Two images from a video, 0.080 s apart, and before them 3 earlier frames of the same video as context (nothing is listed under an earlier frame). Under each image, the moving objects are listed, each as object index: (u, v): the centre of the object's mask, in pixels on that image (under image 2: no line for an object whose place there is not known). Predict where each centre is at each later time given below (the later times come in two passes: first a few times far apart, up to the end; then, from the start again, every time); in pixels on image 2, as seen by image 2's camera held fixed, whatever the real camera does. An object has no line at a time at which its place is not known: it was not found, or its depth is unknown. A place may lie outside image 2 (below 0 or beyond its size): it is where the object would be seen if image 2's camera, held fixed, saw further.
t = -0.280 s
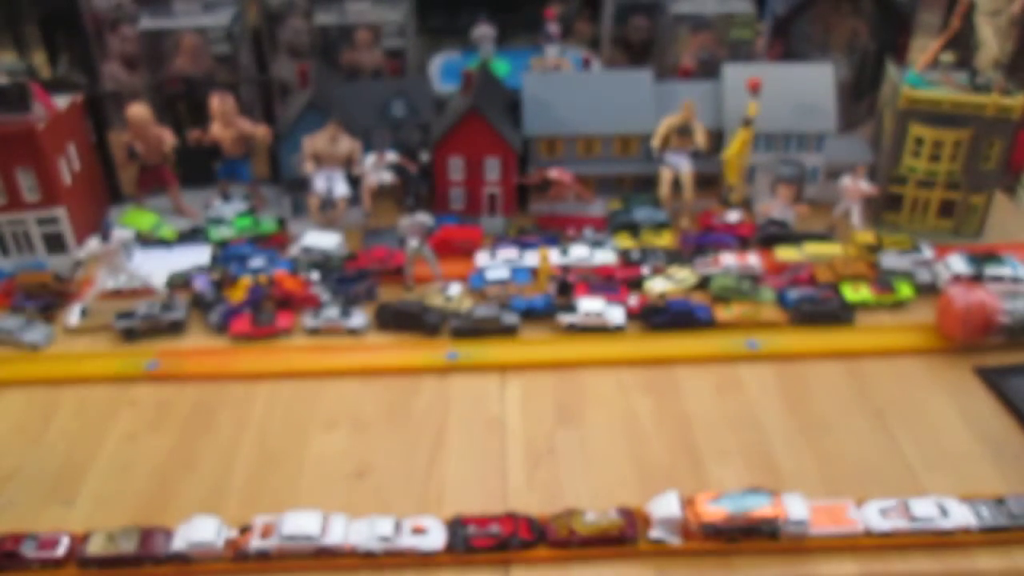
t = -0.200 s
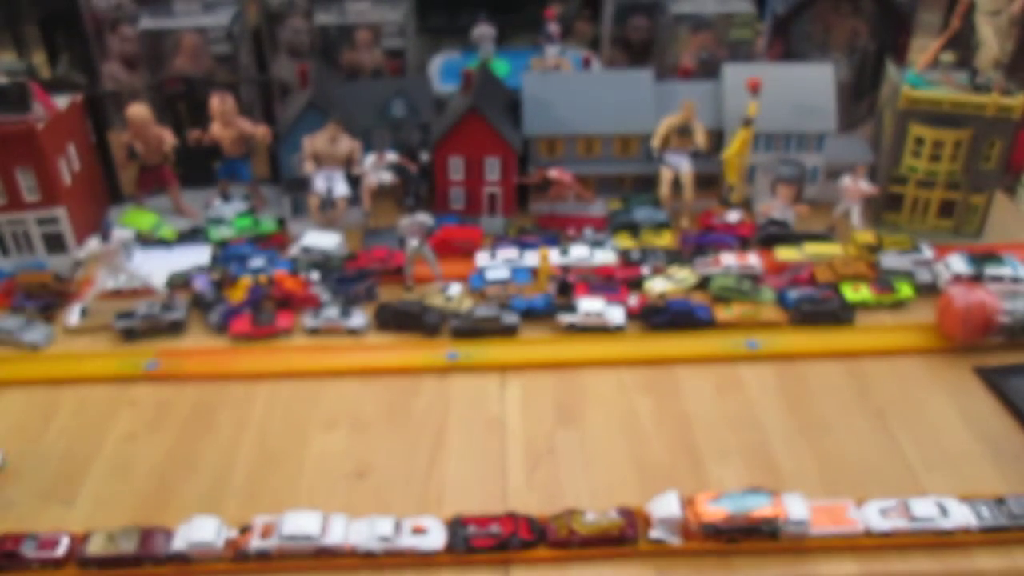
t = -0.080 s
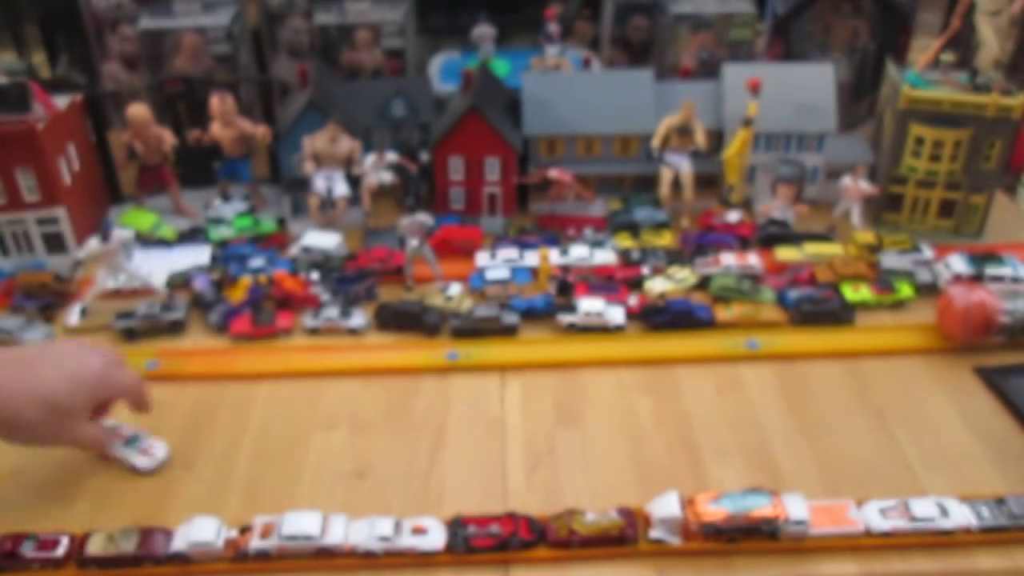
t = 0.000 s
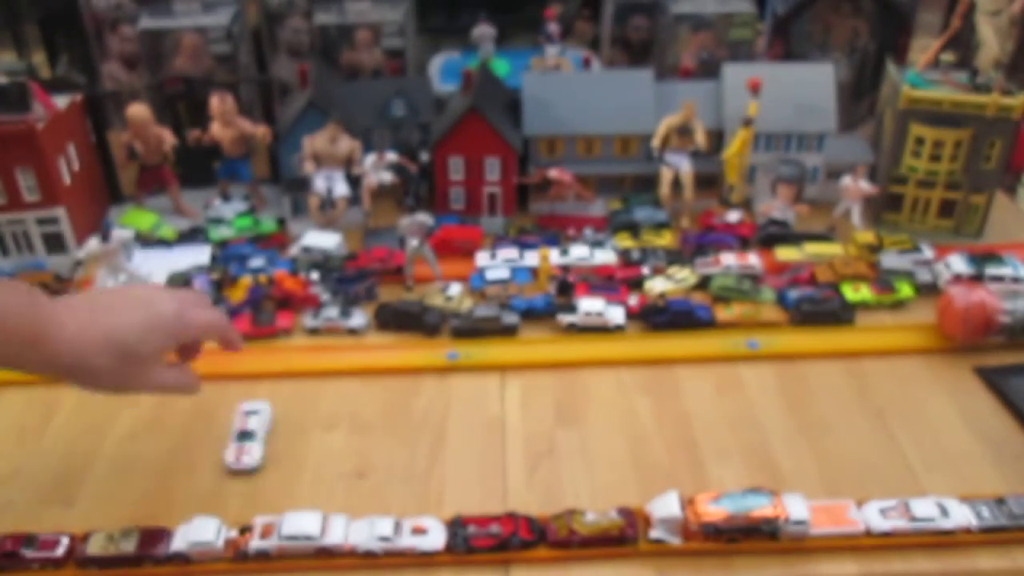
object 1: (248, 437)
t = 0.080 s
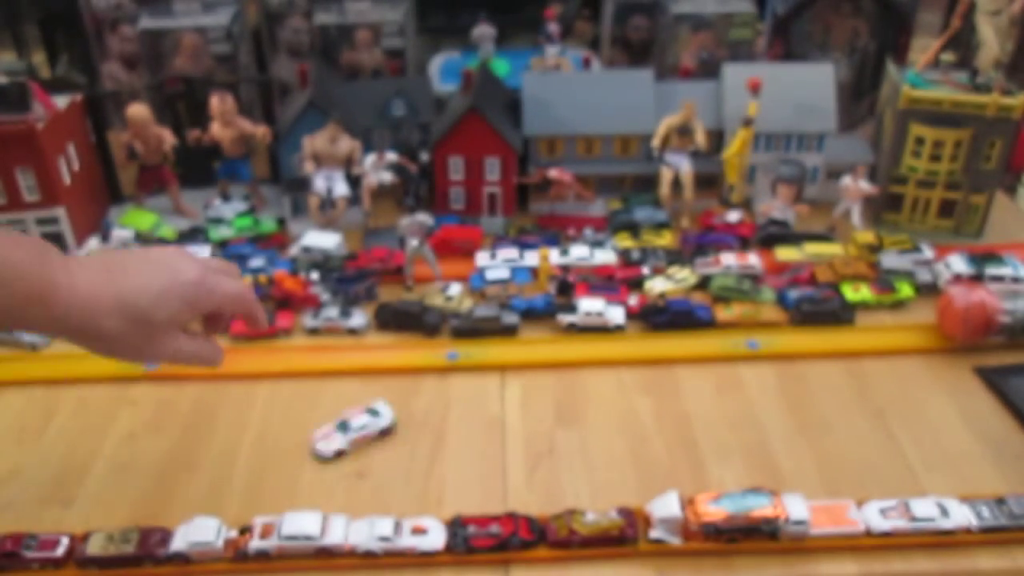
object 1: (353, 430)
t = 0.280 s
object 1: (570, 424)
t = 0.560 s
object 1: (747, 419)
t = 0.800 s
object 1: (855, 423)
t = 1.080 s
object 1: (940, 425)
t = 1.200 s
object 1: (962, 426)
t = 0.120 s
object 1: (402, 426)
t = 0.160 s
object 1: (448, 423)
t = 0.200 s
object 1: (492, 422)
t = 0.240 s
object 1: (533, 423)
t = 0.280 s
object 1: (570, 424)
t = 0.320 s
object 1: (603, 425)
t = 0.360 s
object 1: (632, 425)
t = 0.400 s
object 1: (659, 425)
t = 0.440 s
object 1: (683, 422)
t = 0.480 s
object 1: (705, 420)
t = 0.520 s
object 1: (727, 419)
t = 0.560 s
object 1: (747, 419)
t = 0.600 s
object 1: (767, 419)
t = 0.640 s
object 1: (787, 420)
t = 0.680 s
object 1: (805, 421)
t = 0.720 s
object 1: (823, 422)
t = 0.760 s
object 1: (839, 422)
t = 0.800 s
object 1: (855, 423)
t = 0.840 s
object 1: (870, 423)
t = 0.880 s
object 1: (884, 424)
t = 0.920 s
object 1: (897, 424)
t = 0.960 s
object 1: (909, 424)
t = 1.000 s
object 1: (921, 425)
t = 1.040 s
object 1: (930, 425)
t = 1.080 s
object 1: (940, 425)
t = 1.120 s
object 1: (948, 426)
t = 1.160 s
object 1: (956, 426)
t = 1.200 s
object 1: (962, 426)
